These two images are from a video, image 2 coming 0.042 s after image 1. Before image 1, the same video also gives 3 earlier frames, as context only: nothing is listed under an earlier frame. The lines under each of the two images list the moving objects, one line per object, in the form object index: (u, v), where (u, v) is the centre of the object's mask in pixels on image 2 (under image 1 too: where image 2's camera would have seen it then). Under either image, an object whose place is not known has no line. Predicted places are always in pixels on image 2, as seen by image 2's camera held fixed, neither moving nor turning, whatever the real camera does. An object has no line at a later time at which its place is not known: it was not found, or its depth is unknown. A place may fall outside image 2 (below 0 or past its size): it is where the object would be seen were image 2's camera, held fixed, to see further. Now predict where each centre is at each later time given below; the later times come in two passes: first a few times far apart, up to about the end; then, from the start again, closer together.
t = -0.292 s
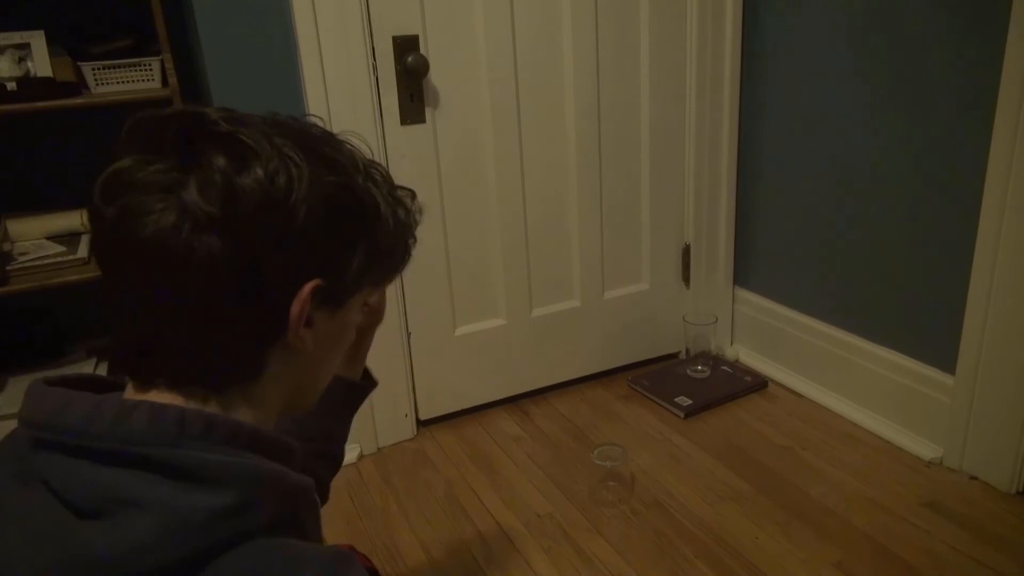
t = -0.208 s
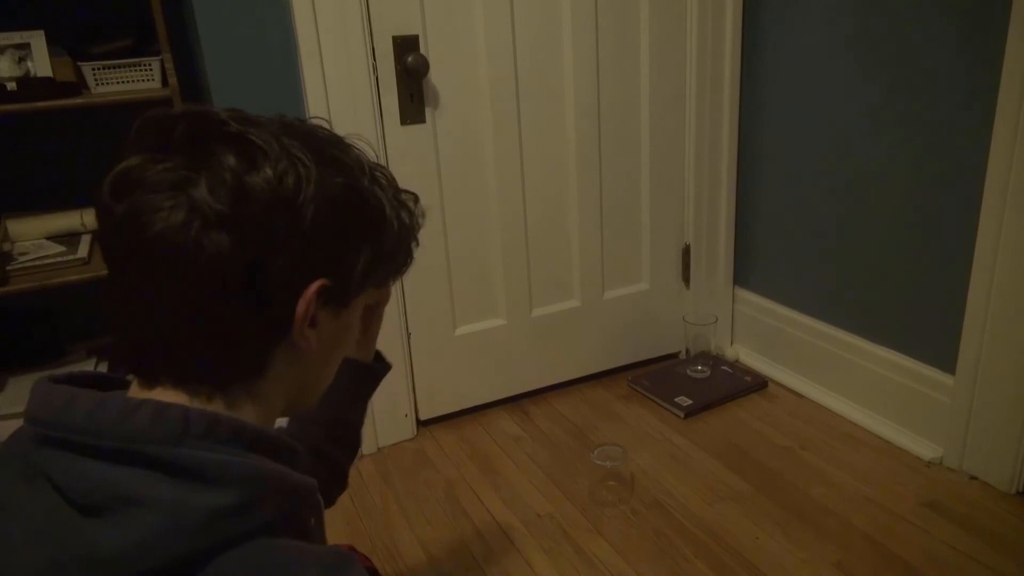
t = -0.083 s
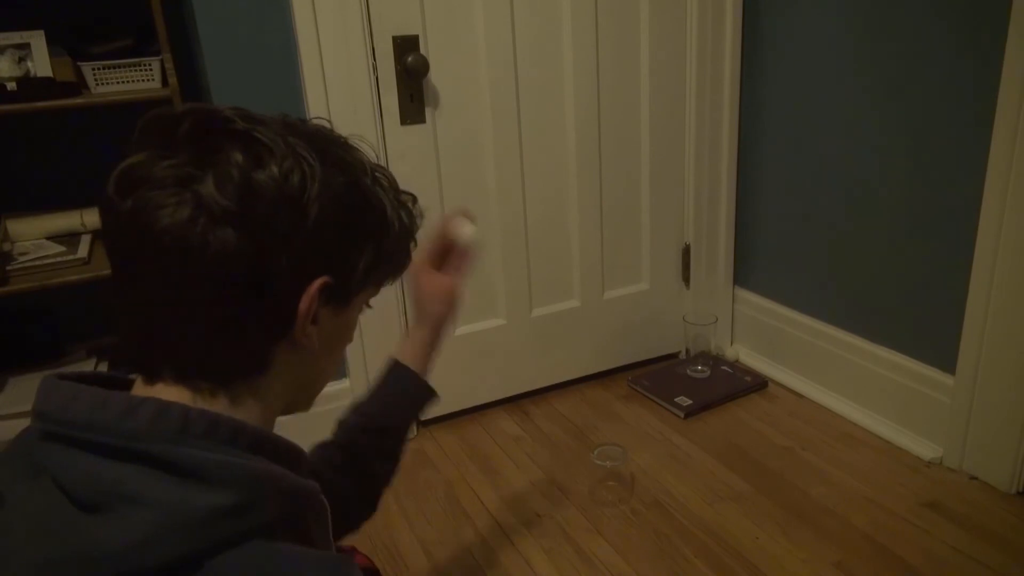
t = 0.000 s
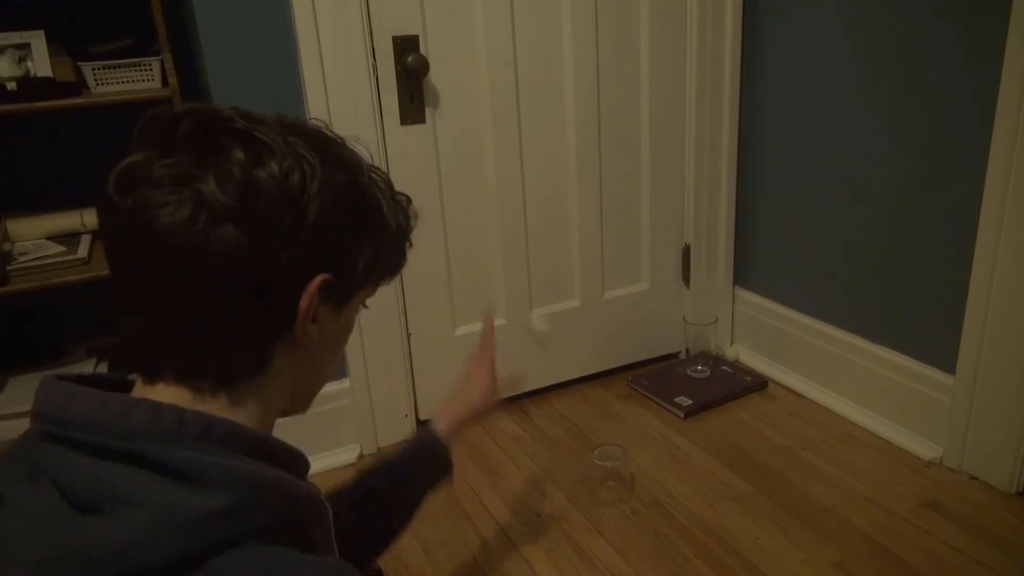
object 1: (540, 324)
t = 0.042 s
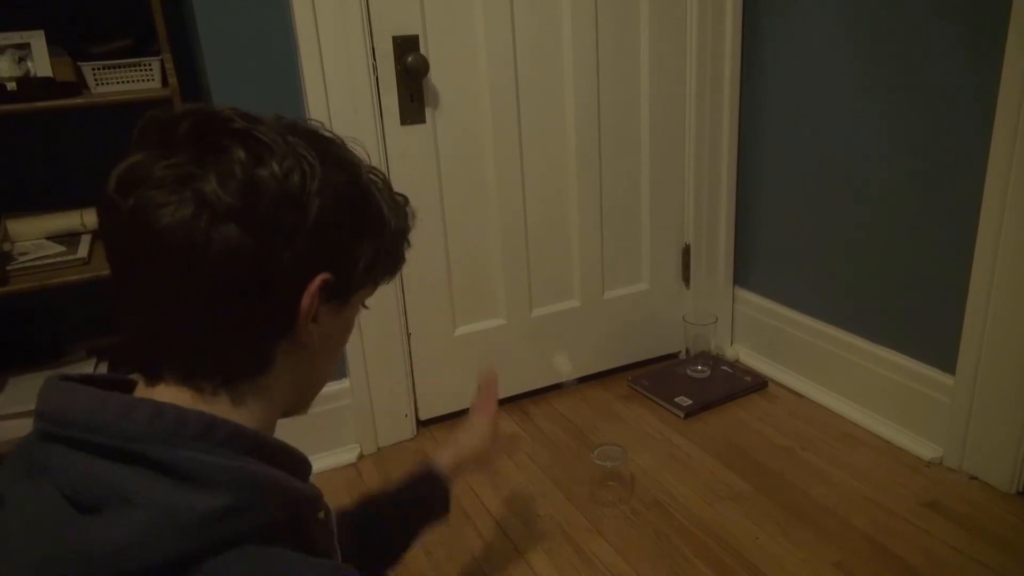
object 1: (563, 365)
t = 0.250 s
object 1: (613, 276)
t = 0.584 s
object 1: (673, 238)
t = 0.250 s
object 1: (613, 276)
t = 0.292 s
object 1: (617, 245)
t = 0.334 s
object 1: (626, 207)
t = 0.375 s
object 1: (632, 190)
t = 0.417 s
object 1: (640, 173)
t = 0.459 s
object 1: (646, 171)
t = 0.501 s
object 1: (655, 181)
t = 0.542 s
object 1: (661, 195)
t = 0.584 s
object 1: (673, 238)
